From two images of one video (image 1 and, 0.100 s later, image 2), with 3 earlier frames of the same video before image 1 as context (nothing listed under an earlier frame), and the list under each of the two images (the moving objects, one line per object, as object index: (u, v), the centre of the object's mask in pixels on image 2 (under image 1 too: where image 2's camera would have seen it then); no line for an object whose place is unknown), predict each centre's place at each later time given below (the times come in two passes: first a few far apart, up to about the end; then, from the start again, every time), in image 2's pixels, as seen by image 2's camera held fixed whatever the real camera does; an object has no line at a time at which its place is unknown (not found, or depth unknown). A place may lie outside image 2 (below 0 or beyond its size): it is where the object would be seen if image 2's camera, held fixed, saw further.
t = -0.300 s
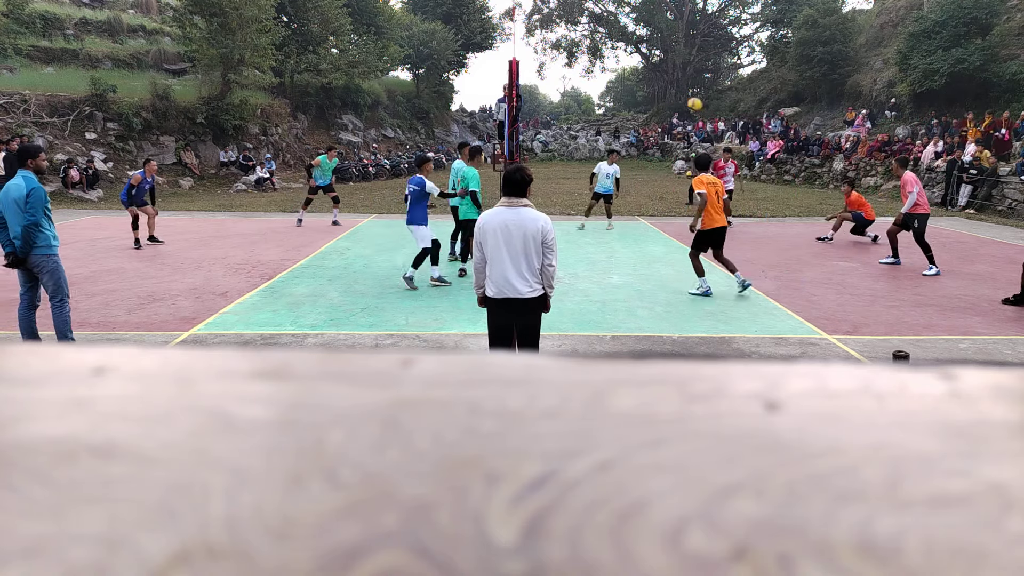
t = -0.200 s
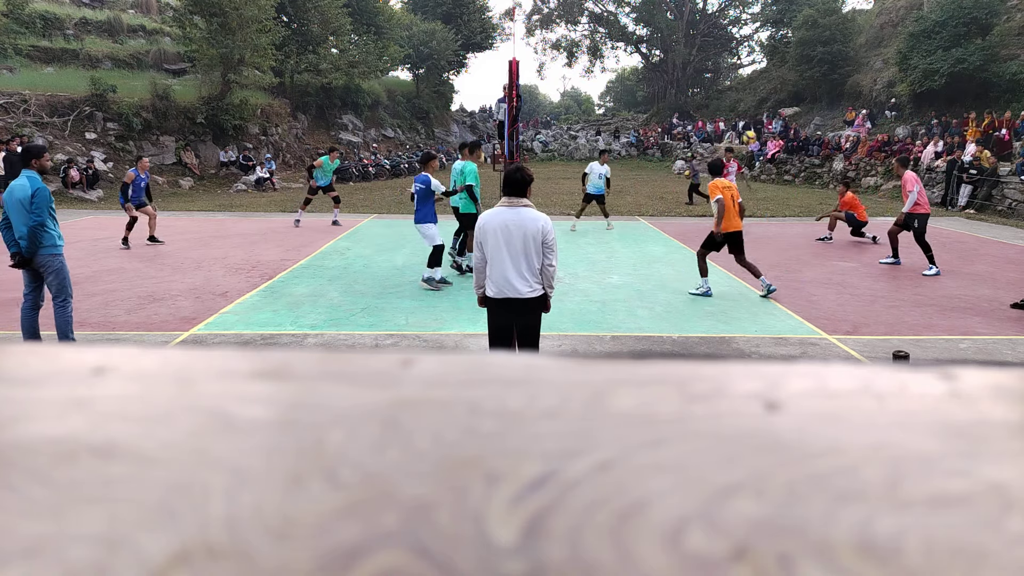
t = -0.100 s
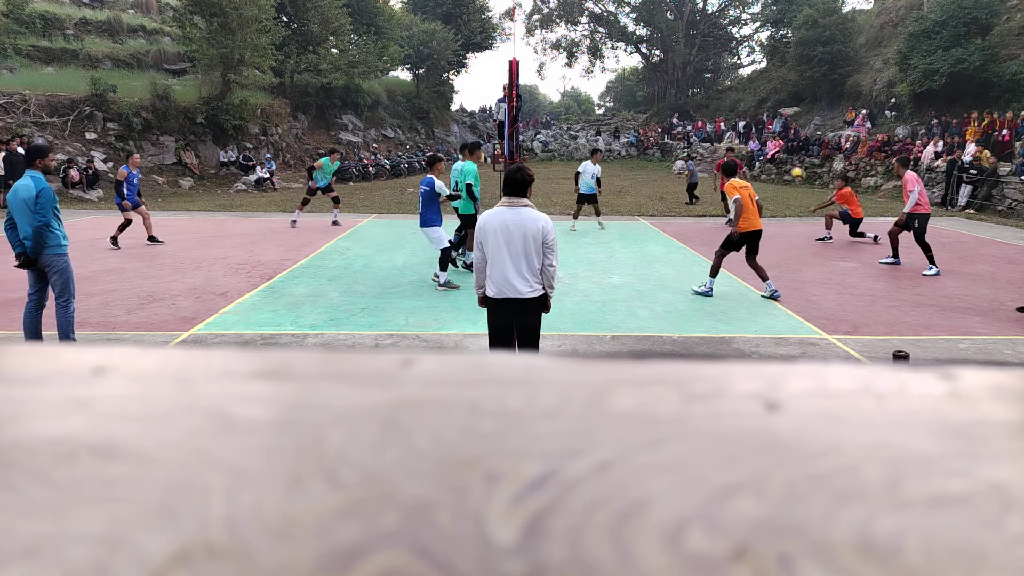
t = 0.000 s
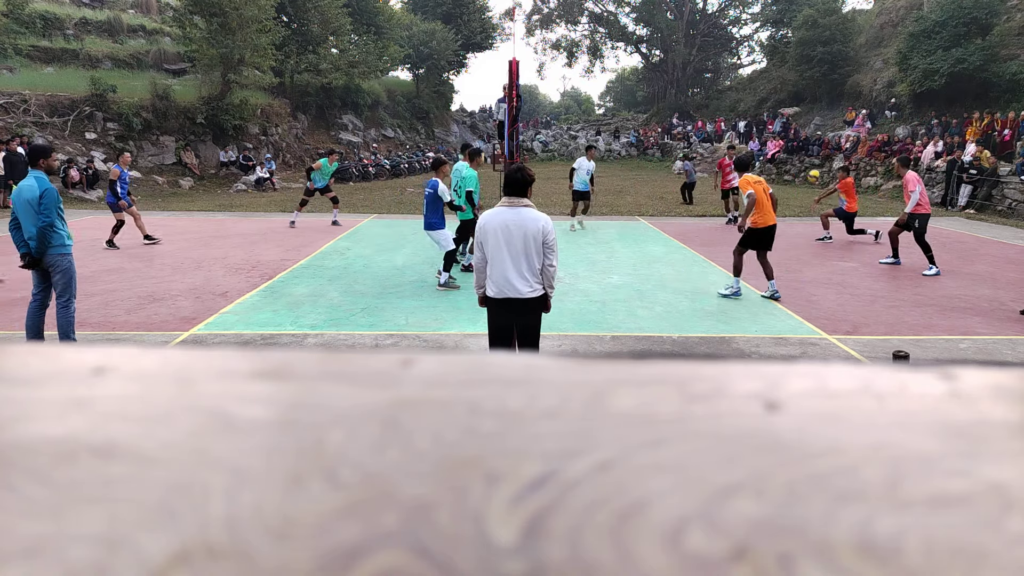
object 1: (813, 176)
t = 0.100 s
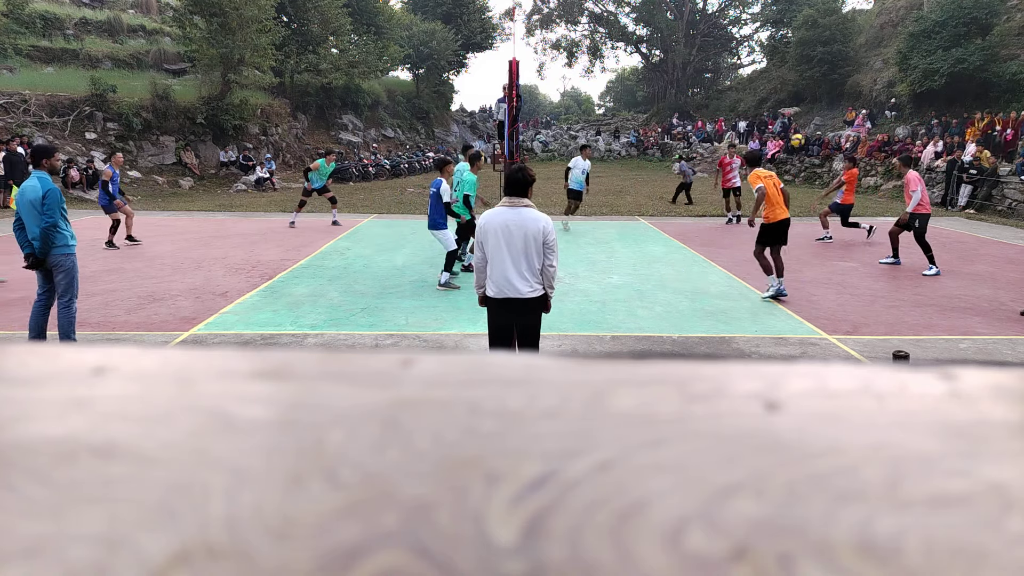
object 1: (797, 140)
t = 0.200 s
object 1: (780, 110)
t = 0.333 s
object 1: (755, 77)
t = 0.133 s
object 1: (792, 130)
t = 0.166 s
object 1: (786, 119)
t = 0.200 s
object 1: (780, 110)
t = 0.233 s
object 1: (774, 101)
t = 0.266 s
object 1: (768, 93)
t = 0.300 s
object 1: (762, 85)
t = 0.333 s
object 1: (755, 77)
